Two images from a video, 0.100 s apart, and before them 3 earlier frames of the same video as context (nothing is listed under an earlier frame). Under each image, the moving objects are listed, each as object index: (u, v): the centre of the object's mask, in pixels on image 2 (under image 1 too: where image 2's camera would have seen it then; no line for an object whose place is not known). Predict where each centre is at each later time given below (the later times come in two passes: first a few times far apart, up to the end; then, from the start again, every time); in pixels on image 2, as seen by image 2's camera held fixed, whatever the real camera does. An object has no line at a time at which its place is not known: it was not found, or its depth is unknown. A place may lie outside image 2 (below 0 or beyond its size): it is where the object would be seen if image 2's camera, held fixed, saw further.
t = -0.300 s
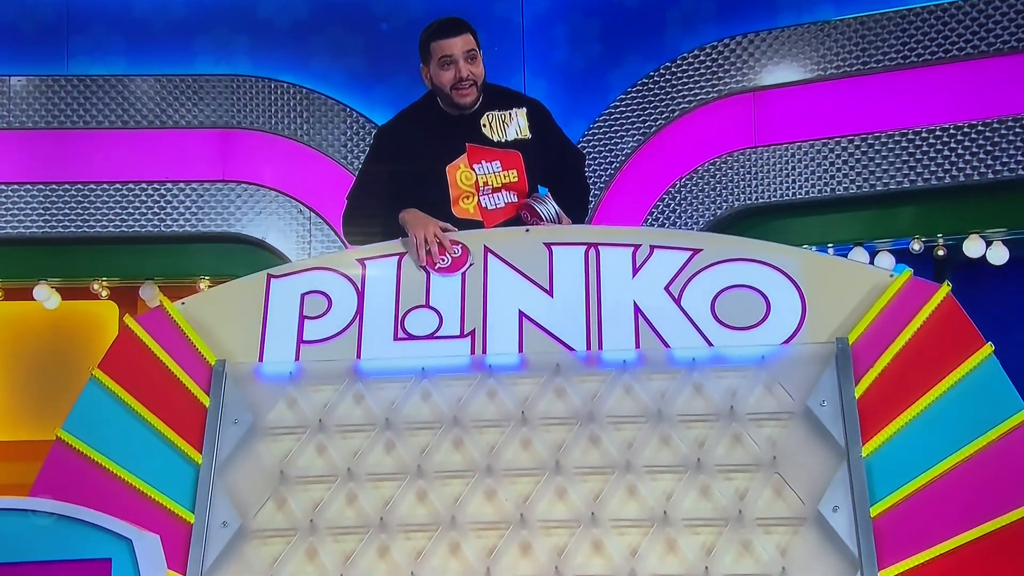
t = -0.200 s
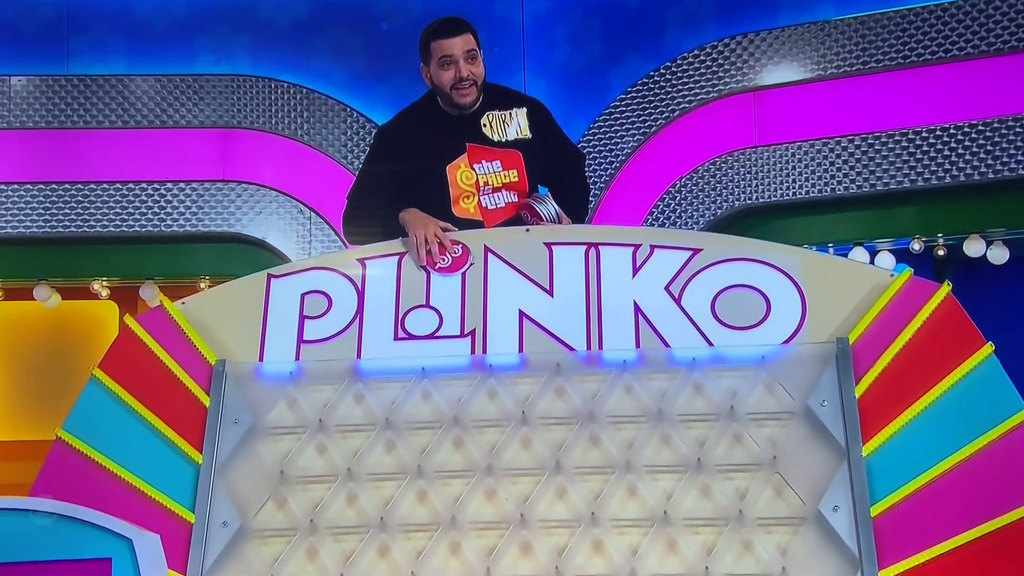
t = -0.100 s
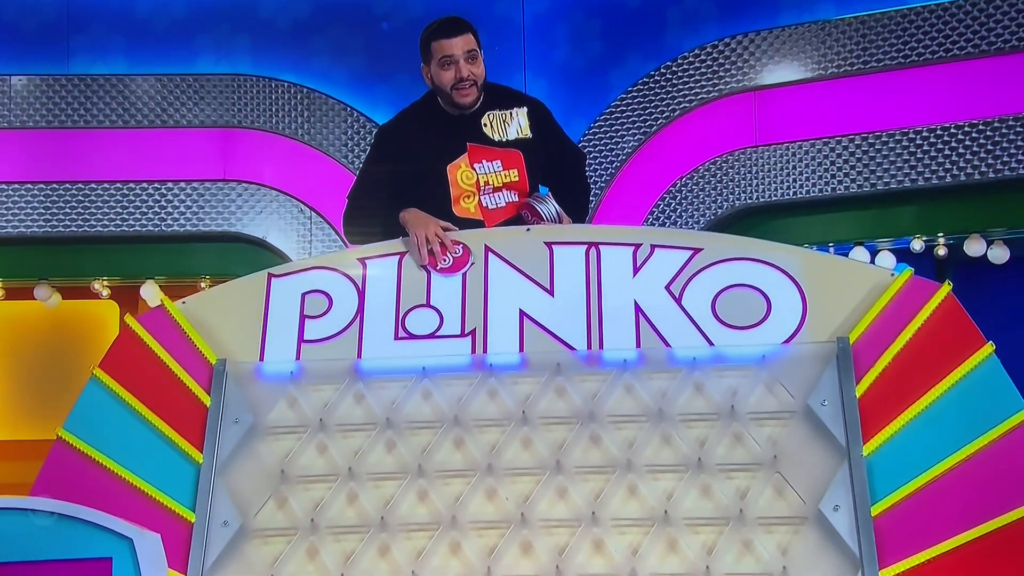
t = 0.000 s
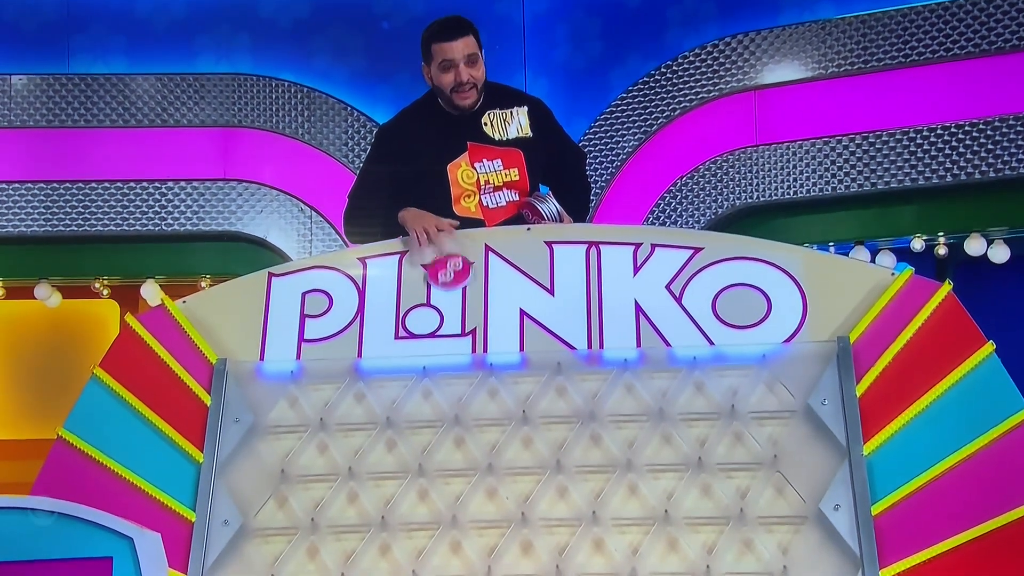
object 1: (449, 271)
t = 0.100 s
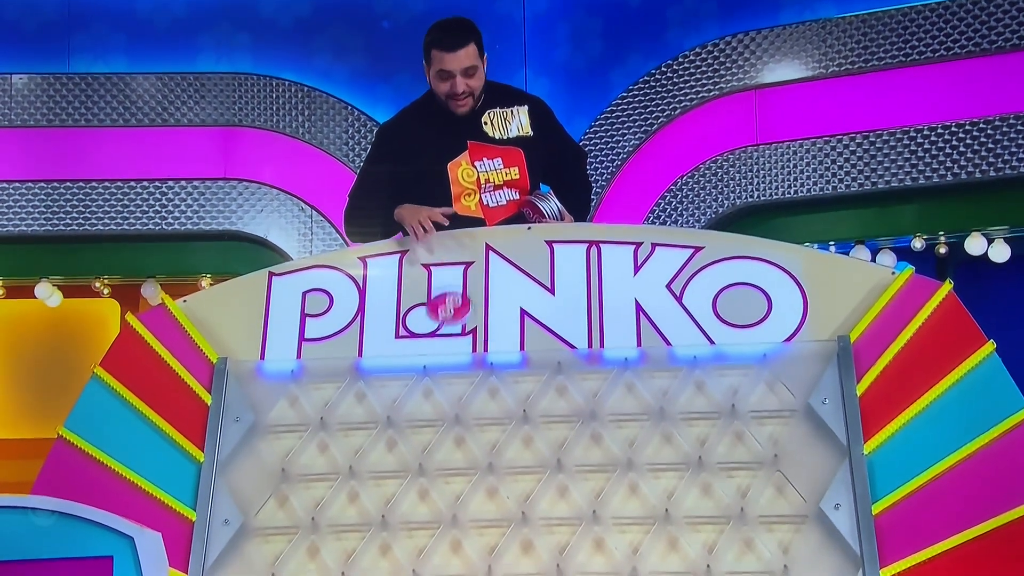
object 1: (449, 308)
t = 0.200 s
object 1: (457, 365)
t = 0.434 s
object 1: (393, 388)
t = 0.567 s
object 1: (374, 395)
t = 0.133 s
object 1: (448, 326)
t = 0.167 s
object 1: (448, 345)
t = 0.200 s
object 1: (457, 365)
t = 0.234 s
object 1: (459, 373)
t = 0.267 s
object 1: (443, 389)
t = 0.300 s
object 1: (436, 399)
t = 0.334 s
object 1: (418, 399)
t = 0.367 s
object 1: (404, 399)
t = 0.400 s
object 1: (397, 393)
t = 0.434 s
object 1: (393, 388)
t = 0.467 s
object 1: (388, 386)
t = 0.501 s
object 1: (383, 386)
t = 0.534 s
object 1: (379, 390)
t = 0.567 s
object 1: (374, 395)
